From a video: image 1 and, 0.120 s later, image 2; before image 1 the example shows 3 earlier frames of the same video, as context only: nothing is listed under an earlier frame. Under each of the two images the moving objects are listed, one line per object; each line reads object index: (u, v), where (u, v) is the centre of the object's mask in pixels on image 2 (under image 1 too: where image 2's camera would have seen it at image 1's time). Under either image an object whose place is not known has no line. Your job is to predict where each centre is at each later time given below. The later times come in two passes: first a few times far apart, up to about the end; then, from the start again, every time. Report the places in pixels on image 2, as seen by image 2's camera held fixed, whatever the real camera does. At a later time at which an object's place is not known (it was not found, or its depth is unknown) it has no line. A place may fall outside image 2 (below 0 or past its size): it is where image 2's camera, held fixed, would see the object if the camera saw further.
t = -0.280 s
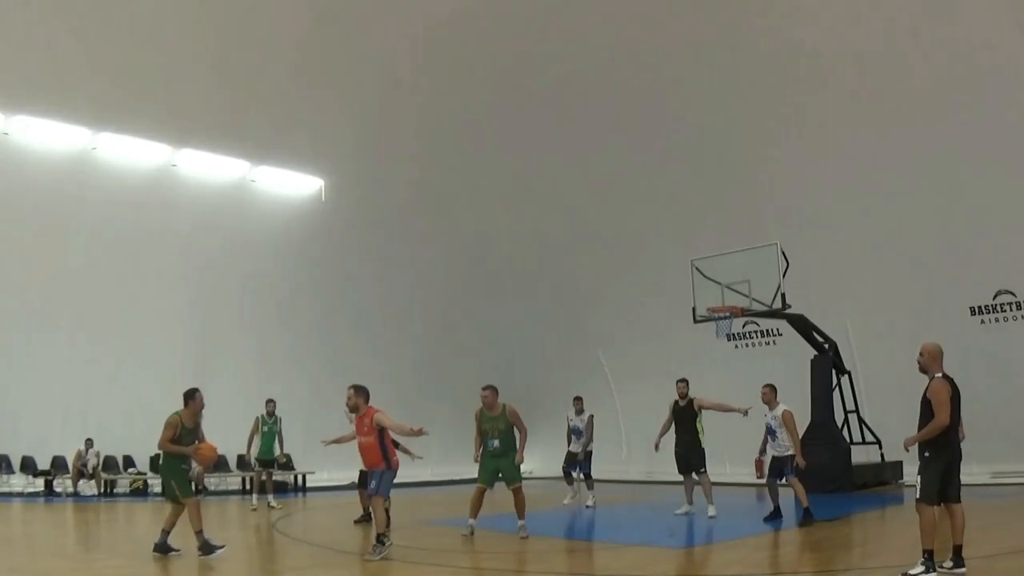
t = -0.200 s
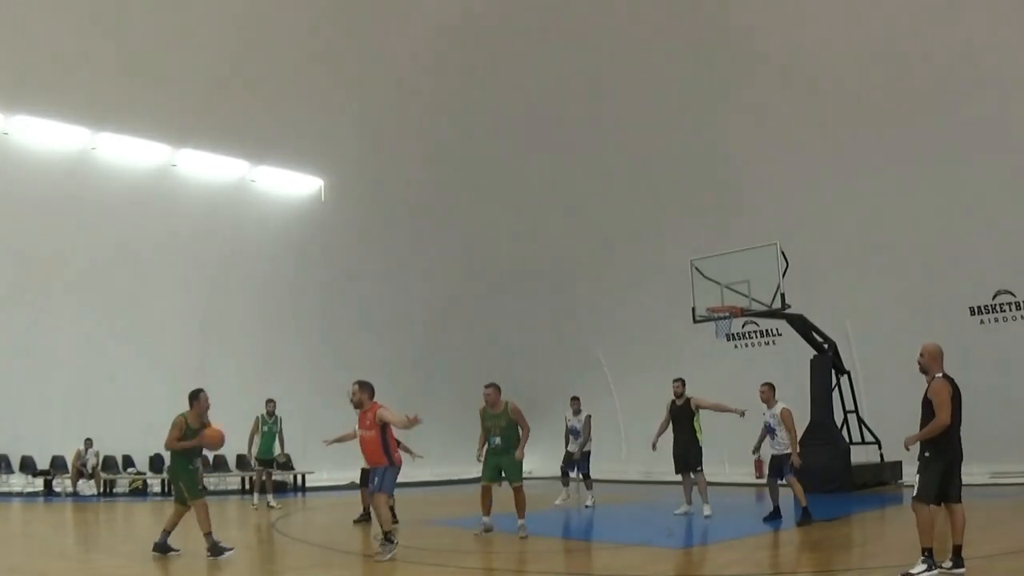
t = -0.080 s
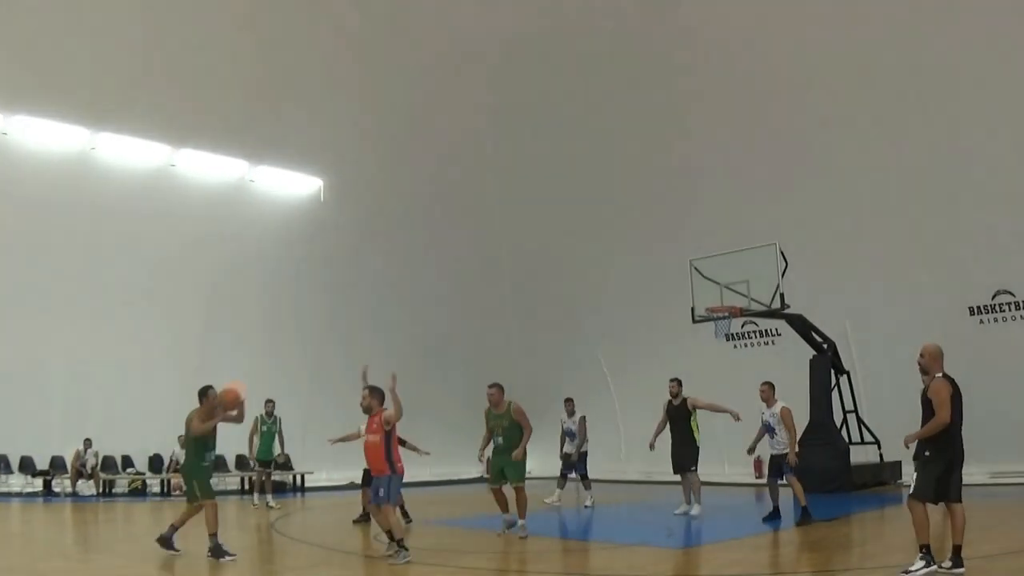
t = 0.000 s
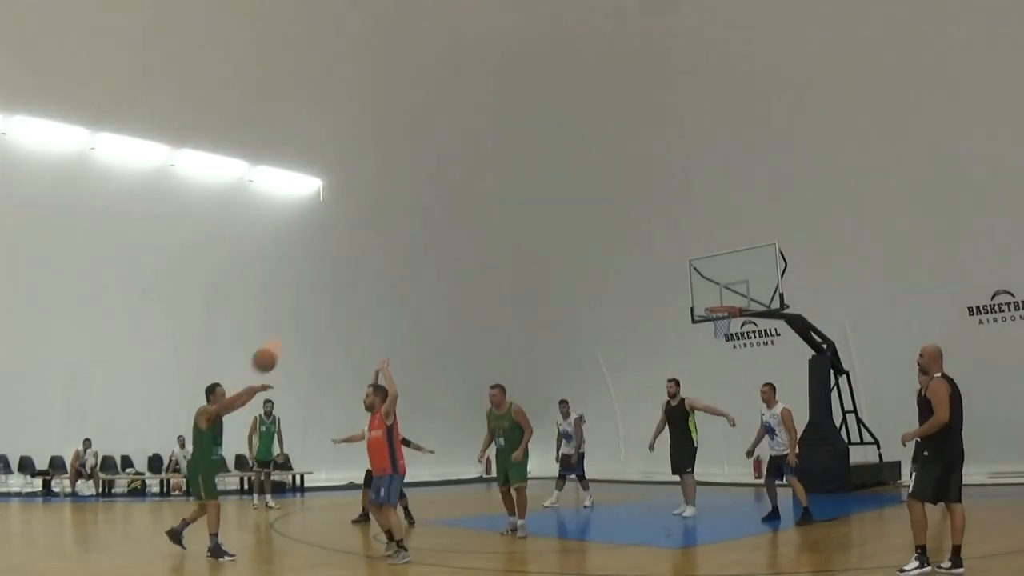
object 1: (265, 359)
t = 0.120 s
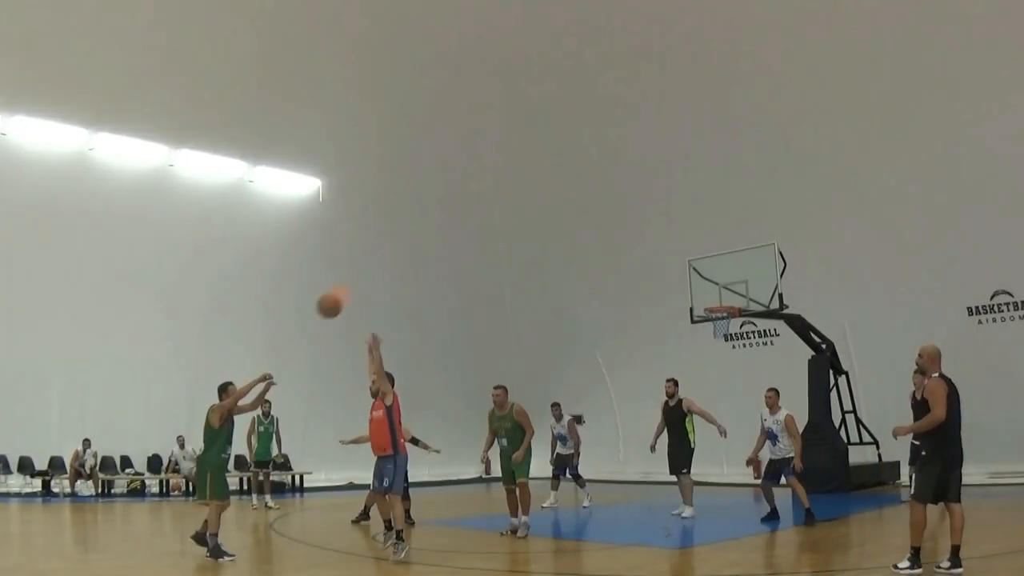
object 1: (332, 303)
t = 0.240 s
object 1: (399, 262)
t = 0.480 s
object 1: (544, 218)
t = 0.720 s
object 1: (698, 235)
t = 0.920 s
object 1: (832, 301)
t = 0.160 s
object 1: (353, 288)
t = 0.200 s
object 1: (376, 274)
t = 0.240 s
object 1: (399, 262)
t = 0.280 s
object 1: (422, 251)
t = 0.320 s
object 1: (446, 241)
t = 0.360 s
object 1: (470, 233)
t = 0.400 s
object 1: (494, 227)
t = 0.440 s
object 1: (519, 221)
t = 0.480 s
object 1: (544, 218)
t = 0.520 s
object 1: (569, 217)
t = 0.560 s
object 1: (594, 217)
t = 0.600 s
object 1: (619, 219)
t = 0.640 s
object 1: (645, 223)
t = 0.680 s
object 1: (671, 228)
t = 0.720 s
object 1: (698, 235)
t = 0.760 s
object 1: (723, 244)
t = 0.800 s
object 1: (750, 256)
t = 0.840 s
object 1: (777, 269)
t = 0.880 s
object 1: (805, 284)
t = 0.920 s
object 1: (832, 301)
